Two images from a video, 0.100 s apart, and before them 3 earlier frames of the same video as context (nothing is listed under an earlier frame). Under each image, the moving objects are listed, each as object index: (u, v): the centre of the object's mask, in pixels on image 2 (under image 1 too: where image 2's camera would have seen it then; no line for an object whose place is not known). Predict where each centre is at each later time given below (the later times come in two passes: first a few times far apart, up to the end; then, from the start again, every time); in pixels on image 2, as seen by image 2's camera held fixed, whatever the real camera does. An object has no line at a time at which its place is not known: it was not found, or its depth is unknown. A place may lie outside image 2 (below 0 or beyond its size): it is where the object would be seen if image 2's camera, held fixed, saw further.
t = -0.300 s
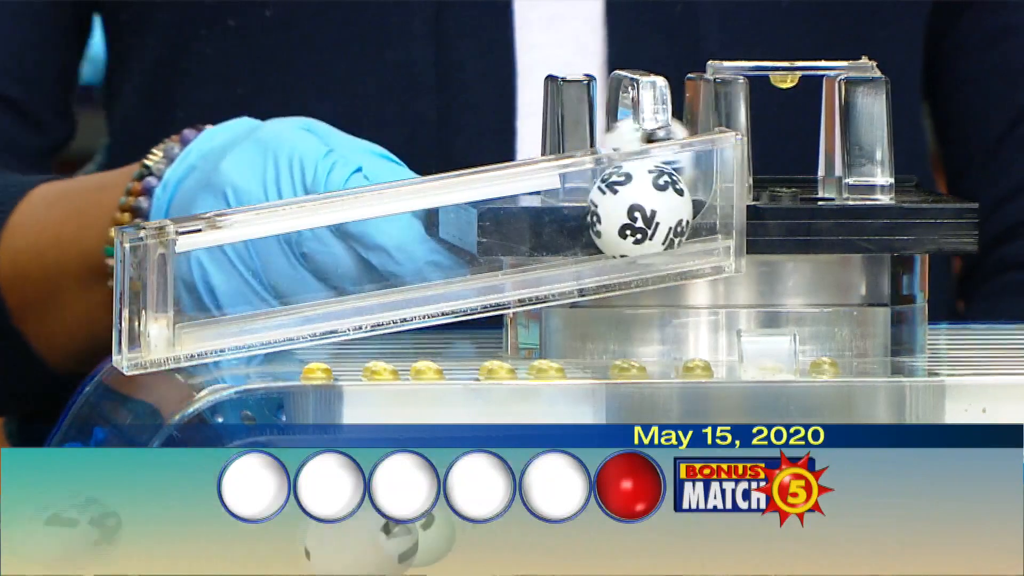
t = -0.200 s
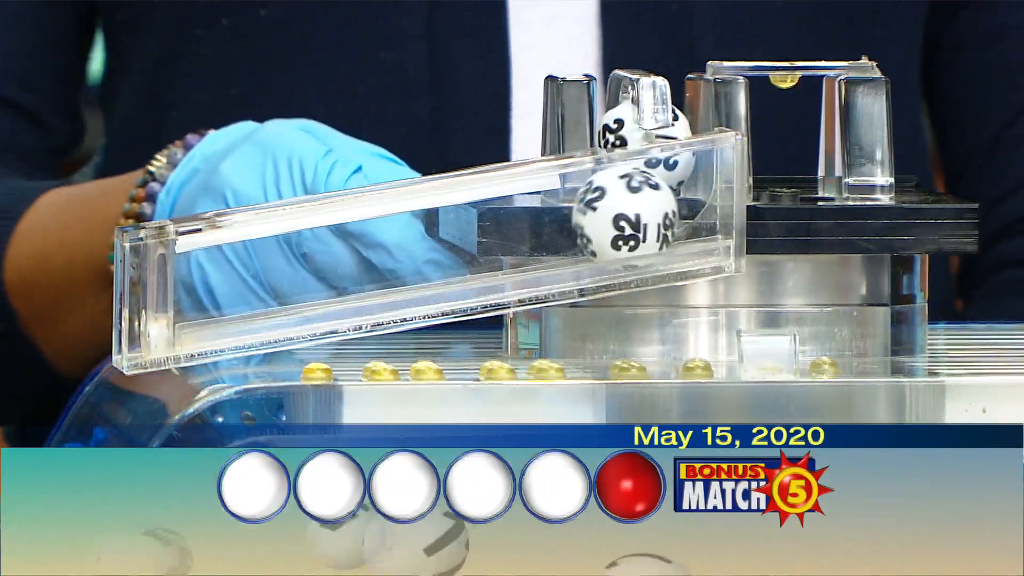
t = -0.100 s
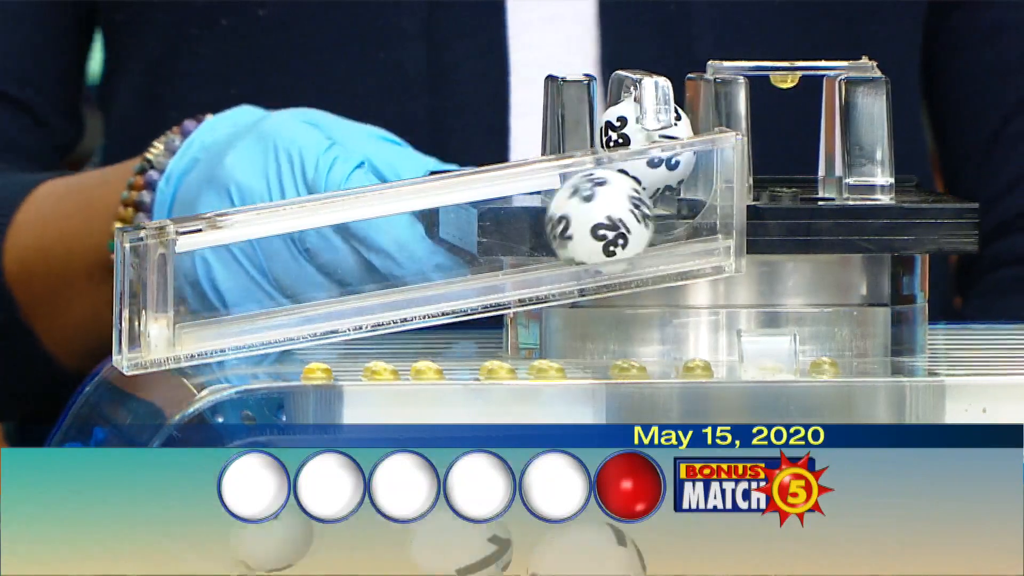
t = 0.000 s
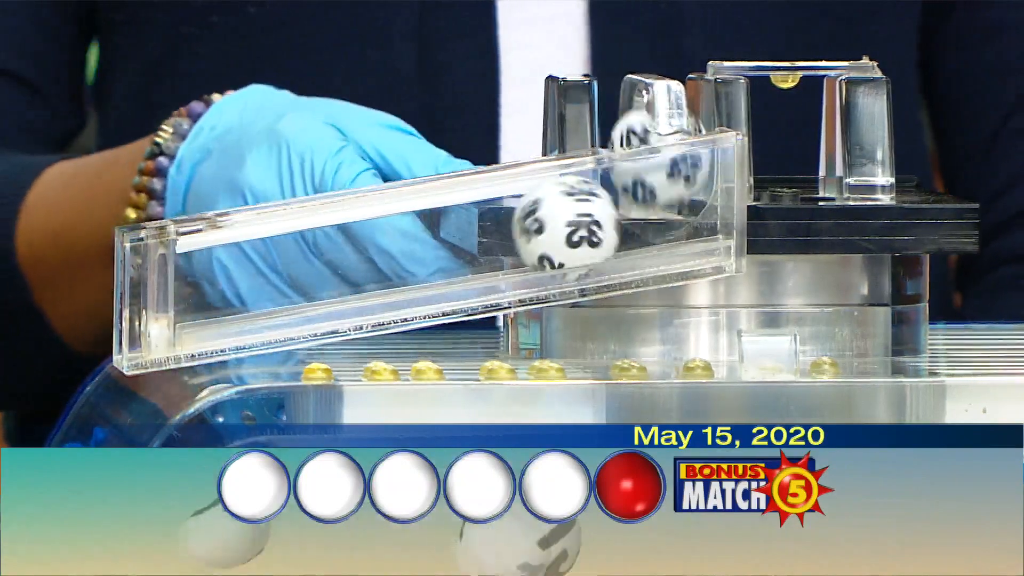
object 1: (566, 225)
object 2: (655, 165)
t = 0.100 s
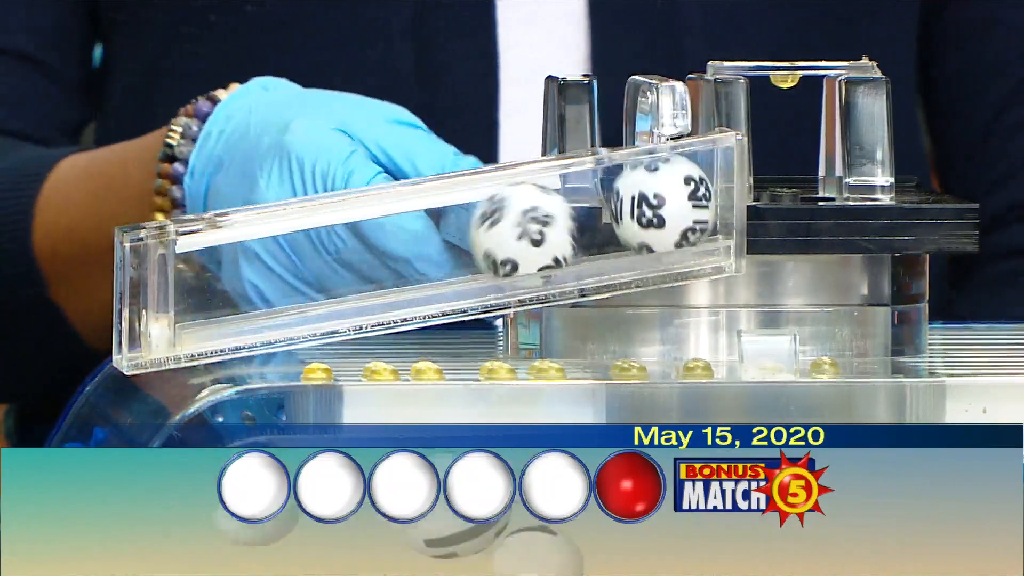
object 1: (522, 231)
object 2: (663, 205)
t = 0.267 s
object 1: (424, 248)
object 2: (640, 211)
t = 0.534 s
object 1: (234, 278)
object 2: (528, 231)
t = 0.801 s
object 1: (222, 279)
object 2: (331, 263)
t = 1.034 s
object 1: (222, 279)
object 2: (329, 262)
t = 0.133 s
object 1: (505, 234)
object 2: (660, 204)
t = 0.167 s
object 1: (487, 237)
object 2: (657, 205)
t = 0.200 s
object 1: (467, 241)
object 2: (652, 208)
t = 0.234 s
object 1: (446, 244)
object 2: (646, 208)
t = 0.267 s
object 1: (424, 248)
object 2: (640, 211)
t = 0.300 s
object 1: (402, 253)
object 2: (631, 211)
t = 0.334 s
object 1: (377, 255)
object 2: (622, 212)
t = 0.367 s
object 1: (353, 263)
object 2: (609, 215)
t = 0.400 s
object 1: (325, 265)
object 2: (595, 218)
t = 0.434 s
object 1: (297, 269)
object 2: (581, 221)
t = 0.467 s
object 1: (264, 273)
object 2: (565, 225)
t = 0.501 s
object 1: (236, 279)
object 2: (546, 227)
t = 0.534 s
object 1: (234, 278)
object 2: (528, 231)
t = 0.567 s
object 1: (242, 277)
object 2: (508, 233)
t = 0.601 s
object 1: (240, 279)
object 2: (486, 237)
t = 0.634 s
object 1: (229, 277)
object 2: (464, 243)
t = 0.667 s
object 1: (223, 279)
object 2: (439, 246)
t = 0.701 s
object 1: (222, 279)
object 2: (413, 249)
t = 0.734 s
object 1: (222, 279)
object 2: (385, 254)
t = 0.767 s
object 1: (222, 279)
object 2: (357, 260)
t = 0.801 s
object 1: (222, 279)
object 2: (331, 263)
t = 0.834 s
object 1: (224, 278)
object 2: (341, 261)
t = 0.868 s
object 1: (224, 278)
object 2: (342, 261)
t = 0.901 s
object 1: (223, 279)
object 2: (332, 262)
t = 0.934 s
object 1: (223, 279)
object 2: (332, 262)
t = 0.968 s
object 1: (223, 279)
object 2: (330, 262)
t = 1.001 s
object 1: (223, 279)
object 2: (329, 262)
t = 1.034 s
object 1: (222, 279)
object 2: (329, 262)
